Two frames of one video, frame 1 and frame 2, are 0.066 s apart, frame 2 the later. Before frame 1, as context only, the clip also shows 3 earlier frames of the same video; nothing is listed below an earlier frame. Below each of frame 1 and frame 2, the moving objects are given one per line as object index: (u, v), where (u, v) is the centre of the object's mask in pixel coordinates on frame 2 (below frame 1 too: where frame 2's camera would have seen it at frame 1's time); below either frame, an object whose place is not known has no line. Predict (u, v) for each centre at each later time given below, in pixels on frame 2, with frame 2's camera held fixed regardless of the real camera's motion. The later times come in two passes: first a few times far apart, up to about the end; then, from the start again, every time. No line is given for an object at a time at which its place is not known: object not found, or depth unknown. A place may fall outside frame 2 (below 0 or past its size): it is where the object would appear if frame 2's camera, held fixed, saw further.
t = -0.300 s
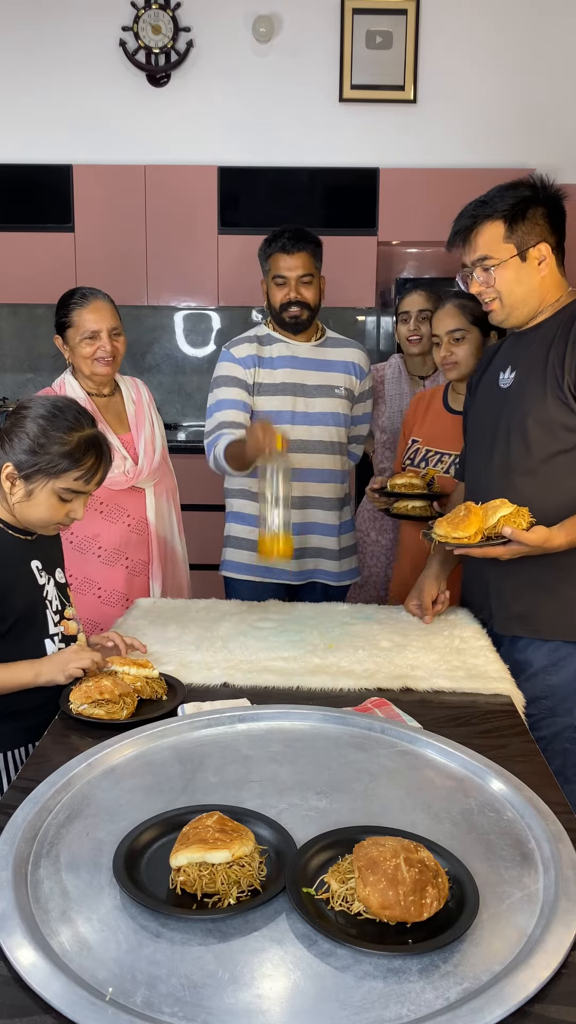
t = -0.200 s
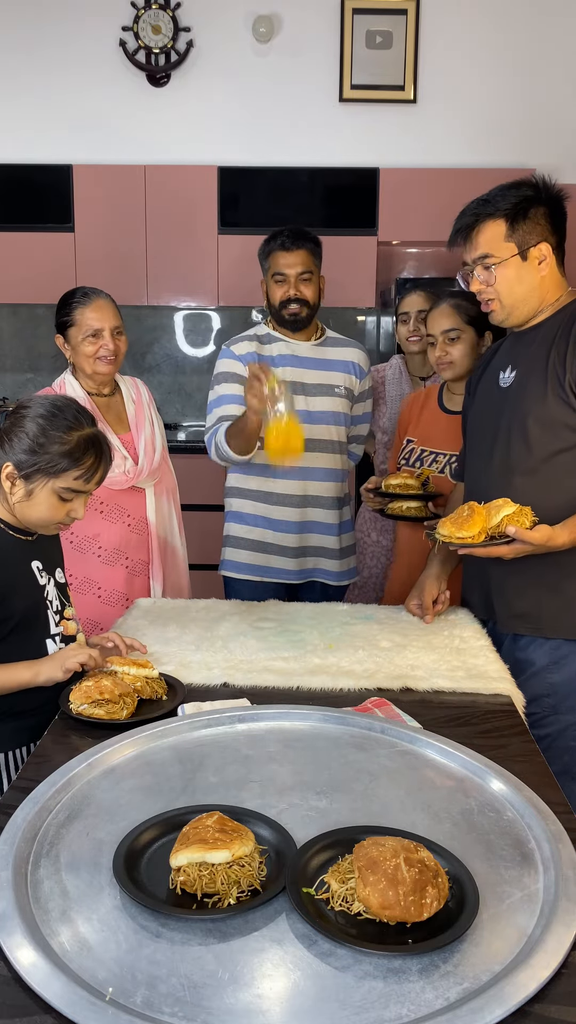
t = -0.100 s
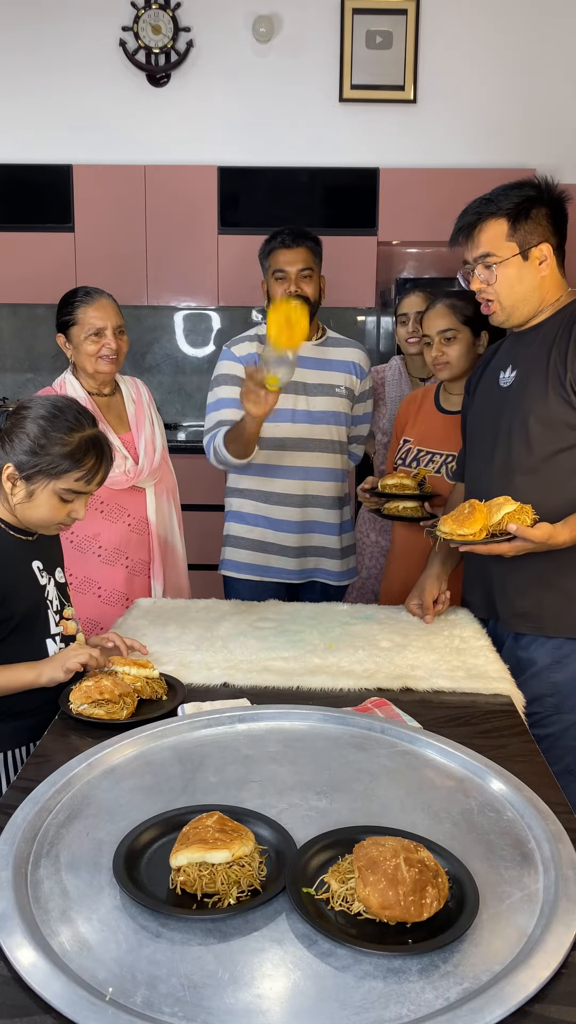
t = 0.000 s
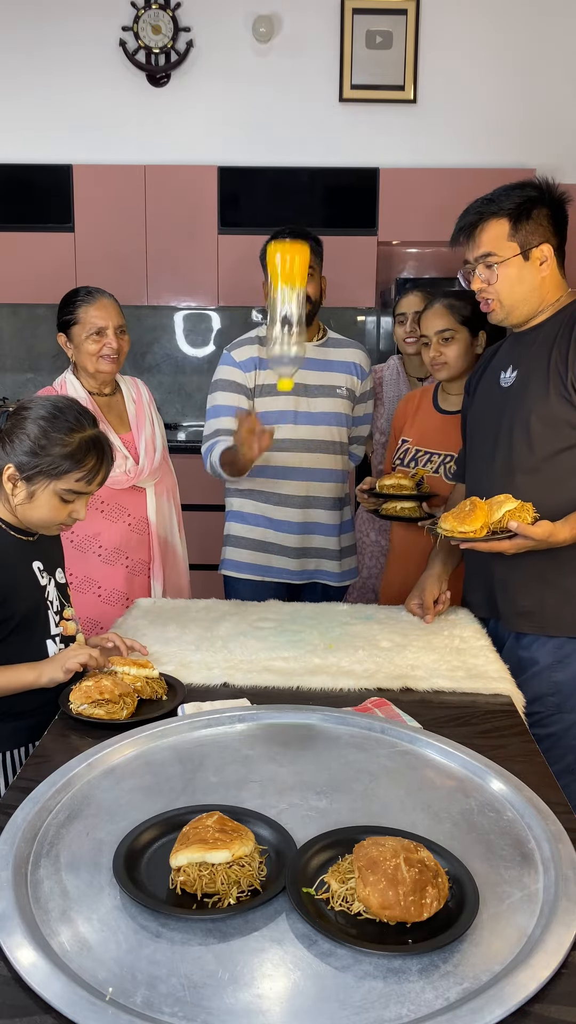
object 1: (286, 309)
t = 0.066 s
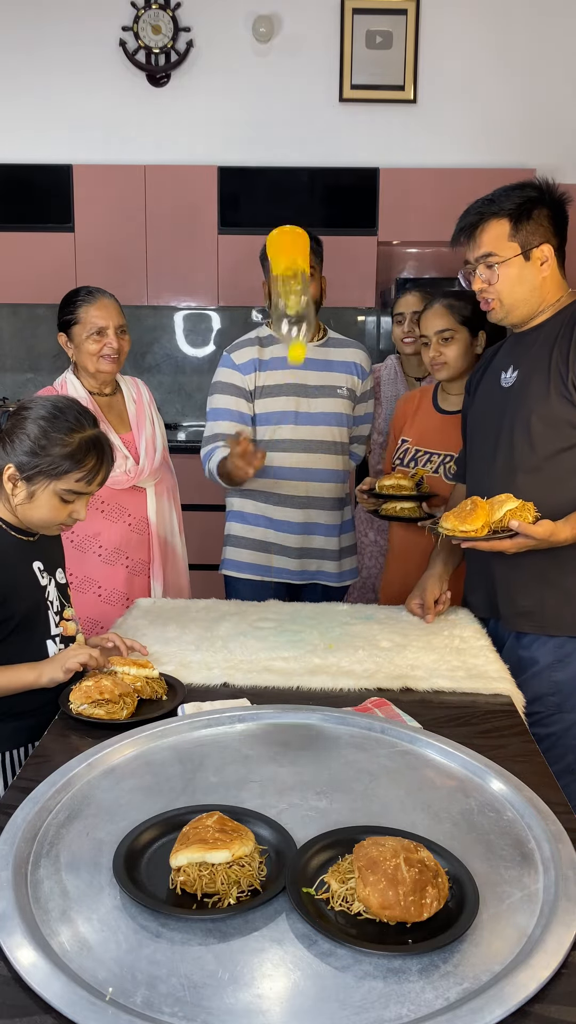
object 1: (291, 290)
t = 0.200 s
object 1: (296, 296)
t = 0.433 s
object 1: (292, 570)
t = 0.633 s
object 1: (296, 575)
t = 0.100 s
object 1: (293, 282)
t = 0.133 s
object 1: (294, 279)
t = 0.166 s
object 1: (294, 284)
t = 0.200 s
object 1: (296, 296)
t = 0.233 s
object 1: (297, 312)
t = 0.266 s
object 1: (297, 335)
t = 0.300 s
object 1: (295, 366)
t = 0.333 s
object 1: (294, 411)
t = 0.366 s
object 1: (293, 461)
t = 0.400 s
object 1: (292, 517)
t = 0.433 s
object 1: (292, 570)
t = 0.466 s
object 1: (293, 575)
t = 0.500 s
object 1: (293, 575)
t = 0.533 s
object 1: (295, 574)
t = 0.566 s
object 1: (296, 575)
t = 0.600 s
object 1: (296, 575)
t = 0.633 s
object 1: (296, 575)
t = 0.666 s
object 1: (297, 575)
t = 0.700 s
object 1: (296, 575)
